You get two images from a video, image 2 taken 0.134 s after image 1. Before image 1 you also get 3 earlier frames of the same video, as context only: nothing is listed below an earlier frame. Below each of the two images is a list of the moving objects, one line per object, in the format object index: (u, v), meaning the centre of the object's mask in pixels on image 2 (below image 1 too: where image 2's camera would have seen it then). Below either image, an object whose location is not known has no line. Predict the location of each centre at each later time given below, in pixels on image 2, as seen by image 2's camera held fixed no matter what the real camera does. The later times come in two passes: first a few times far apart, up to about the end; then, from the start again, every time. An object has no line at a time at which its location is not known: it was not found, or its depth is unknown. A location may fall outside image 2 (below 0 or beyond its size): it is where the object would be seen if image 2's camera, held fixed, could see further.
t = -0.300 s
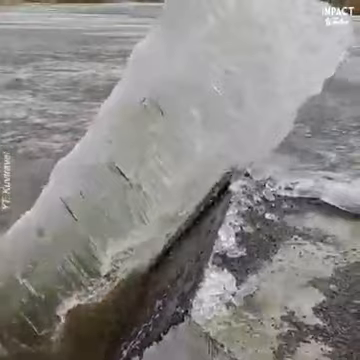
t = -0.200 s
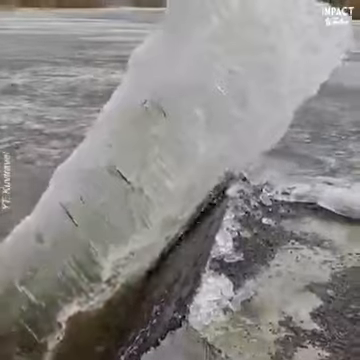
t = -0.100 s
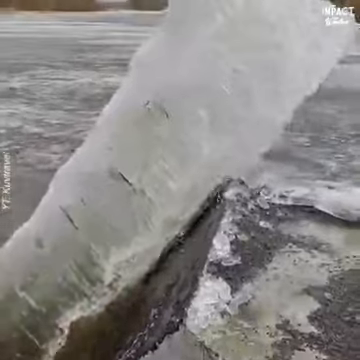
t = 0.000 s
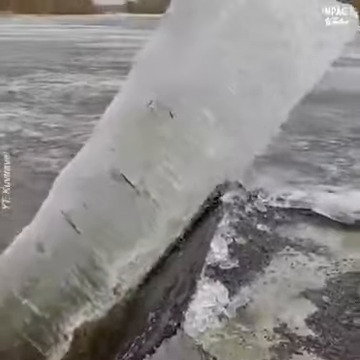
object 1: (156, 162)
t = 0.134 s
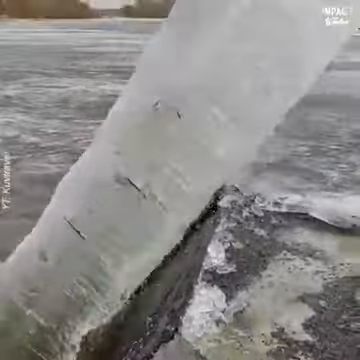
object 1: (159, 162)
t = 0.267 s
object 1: (163, 160)
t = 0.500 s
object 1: (182, 153)
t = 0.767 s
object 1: (164, 164)
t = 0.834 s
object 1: (153, 181)
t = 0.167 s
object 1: (160, 161)
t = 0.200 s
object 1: (162, 160)
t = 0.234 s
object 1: (162, 160)
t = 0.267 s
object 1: (163, 160)
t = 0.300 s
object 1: (166, 158)
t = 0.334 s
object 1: (168, 158)
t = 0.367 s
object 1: (172, 157)
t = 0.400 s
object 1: (174, 156)
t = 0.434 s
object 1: (176, 155)
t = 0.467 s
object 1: (180, 153)
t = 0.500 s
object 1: (182, 153)
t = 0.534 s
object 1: (184, 152)
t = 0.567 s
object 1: (184, 151)
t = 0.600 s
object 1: (182, 152)
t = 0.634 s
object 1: (180, 152)
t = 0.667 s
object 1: (176, 153)
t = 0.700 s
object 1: (172, 154)
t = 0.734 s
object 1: (168, 157)
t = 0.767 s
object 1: (164, 164)
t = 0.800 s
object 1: (159, 172)
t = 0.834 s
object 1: (153, 181)
